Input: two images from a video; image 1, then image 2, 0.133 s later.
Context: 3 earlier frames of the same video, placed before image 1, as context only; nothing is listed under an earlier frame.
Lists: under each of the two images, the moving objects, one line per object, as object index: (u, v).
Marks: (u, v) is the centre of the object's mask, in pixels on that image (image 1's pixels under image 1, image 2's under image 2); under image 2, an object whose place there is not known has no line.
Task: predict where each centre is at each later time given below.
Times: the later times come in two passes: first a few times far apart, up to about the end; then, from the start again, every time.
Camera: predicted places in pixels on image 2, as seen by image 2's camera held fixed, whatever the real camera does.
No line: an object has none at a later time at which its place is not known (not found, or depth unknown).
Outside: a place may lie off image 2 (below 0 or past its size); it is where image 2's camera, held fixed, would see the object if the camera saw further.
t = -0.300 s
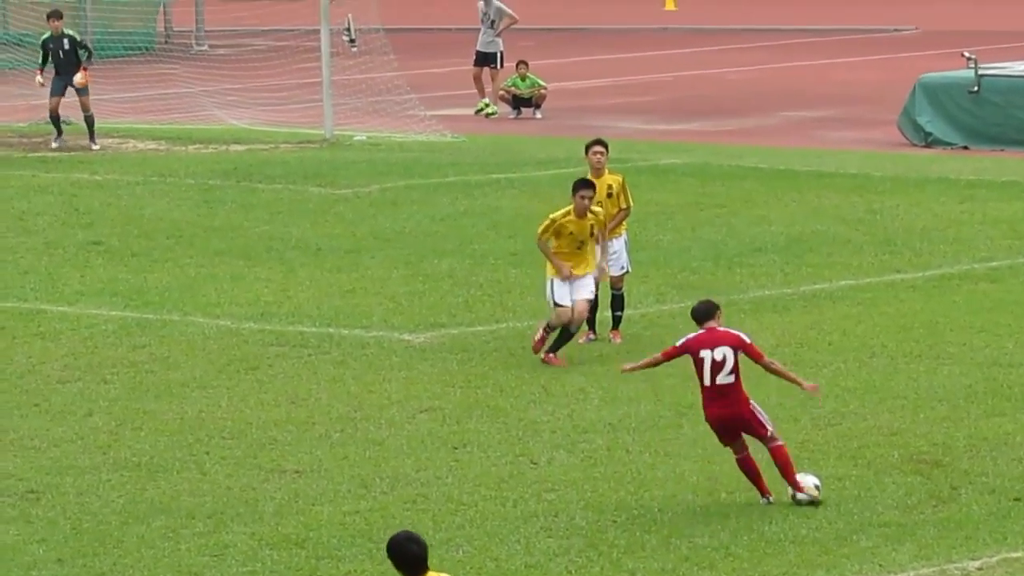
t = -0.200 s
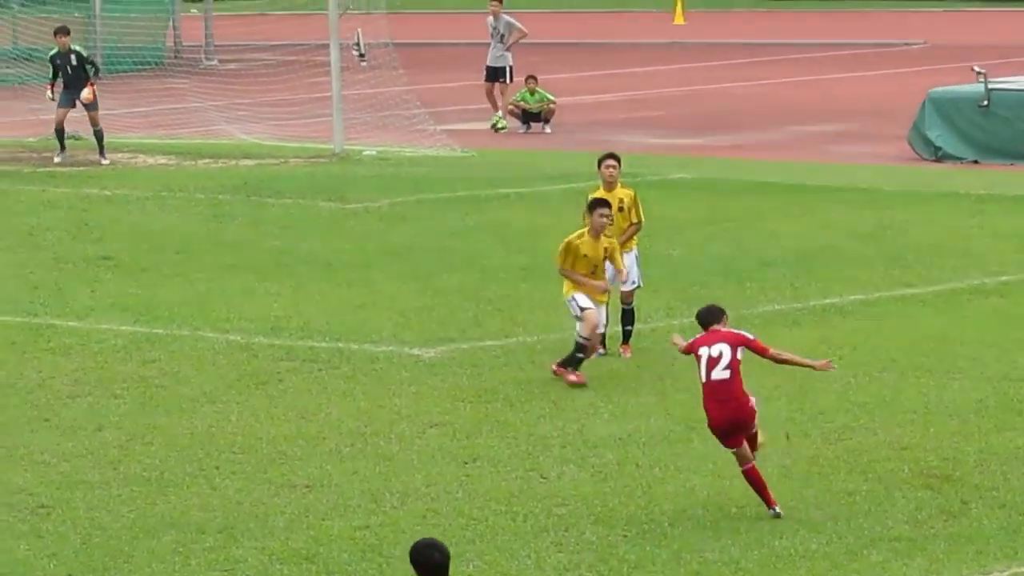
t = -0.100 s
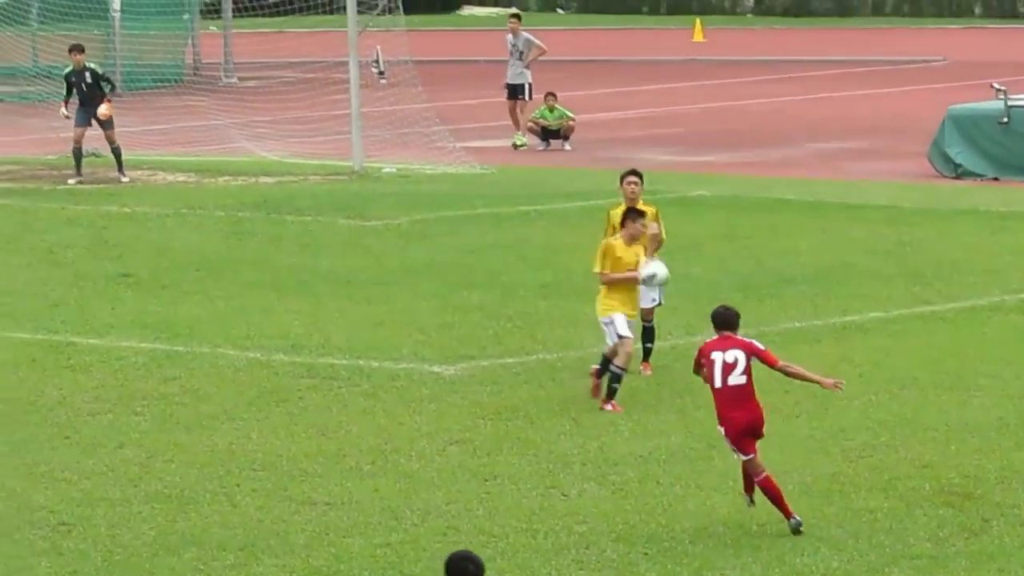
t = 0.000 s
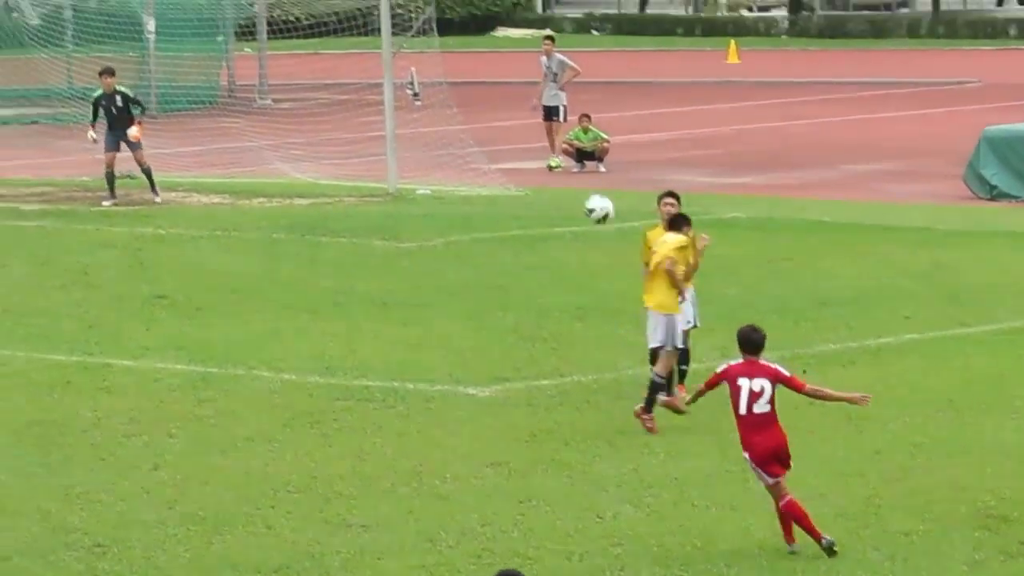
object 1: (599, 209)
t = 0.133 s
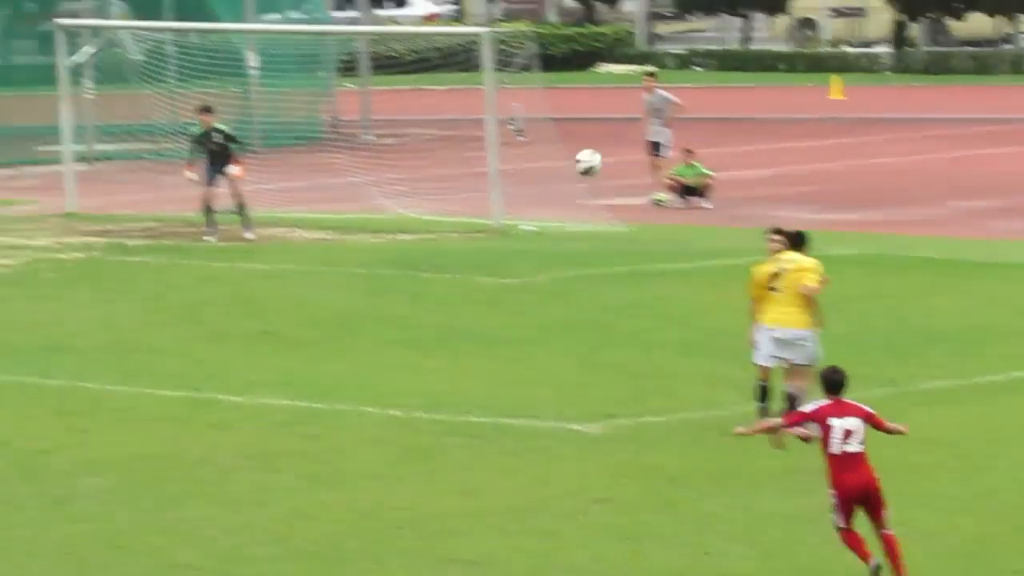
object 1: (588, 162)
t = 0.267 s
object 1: (482, 110)
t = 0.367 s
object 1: (406, 89)
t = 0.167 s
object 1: (560, 146)
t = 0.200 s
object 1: (533, 132)
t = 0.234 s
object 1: (509, 121)
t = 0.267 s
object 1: (482, 110)
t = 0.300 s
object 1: (458, 100)
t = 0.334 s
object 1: (431, 94)
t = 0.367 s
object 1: (406, 89)
